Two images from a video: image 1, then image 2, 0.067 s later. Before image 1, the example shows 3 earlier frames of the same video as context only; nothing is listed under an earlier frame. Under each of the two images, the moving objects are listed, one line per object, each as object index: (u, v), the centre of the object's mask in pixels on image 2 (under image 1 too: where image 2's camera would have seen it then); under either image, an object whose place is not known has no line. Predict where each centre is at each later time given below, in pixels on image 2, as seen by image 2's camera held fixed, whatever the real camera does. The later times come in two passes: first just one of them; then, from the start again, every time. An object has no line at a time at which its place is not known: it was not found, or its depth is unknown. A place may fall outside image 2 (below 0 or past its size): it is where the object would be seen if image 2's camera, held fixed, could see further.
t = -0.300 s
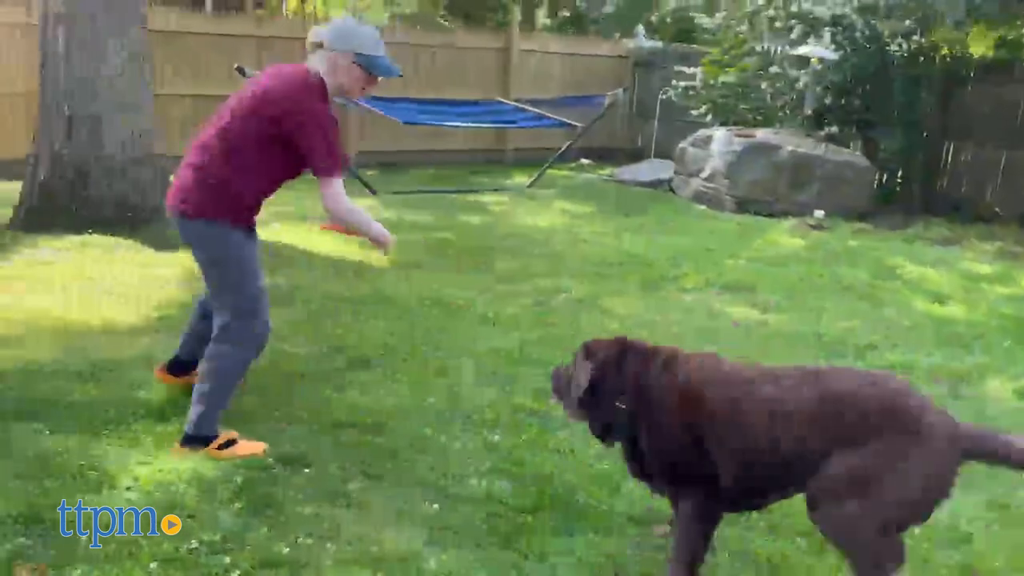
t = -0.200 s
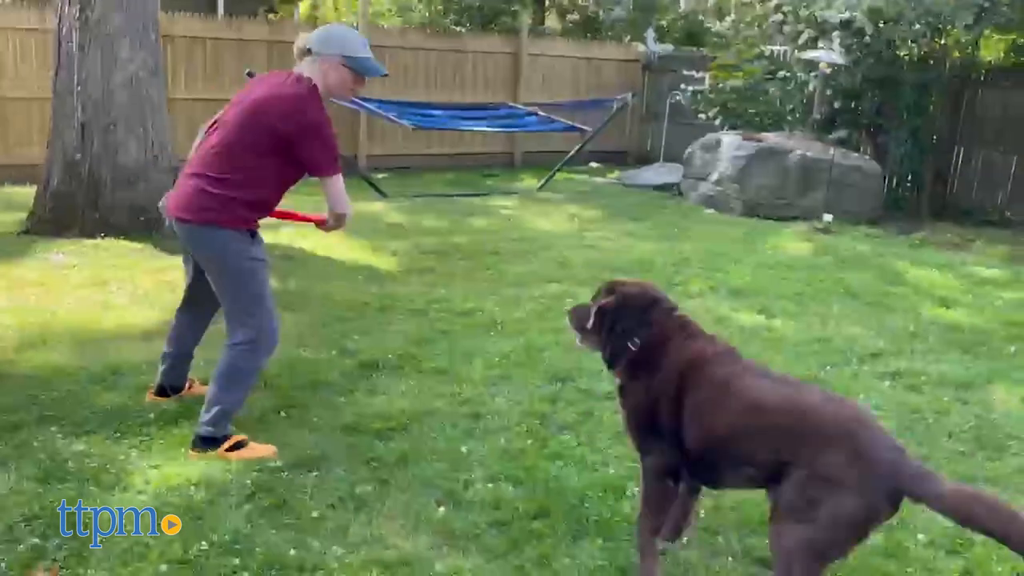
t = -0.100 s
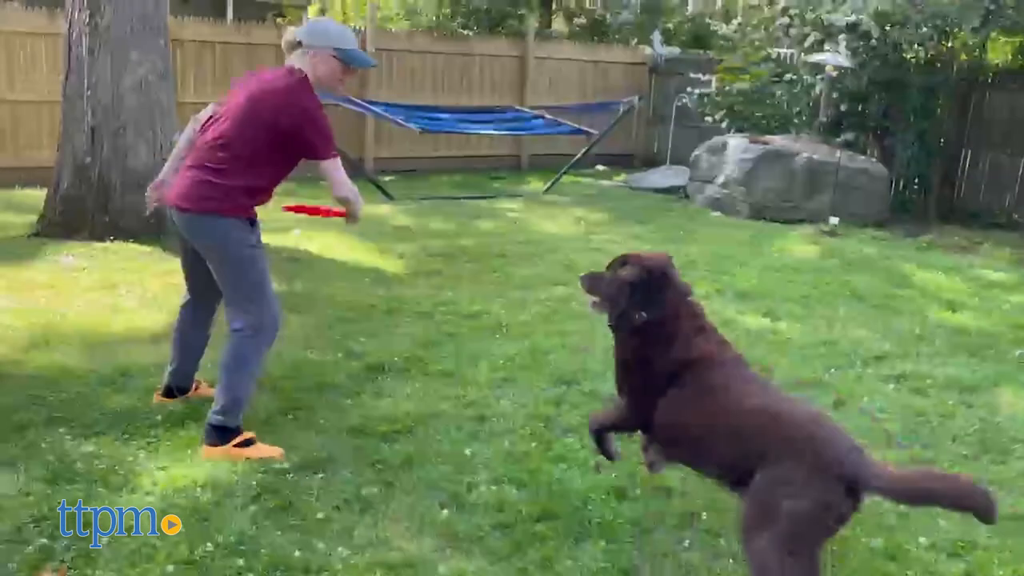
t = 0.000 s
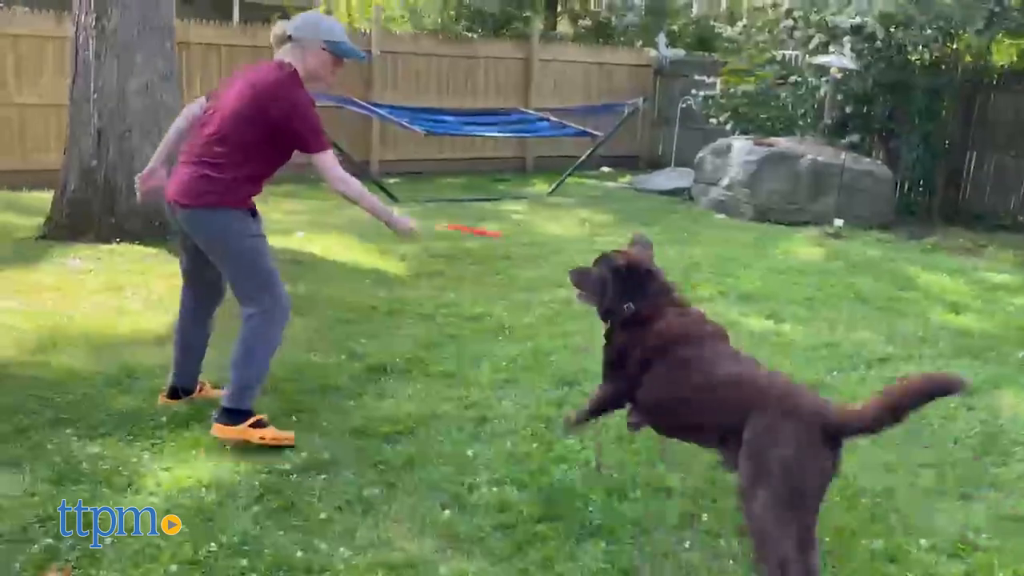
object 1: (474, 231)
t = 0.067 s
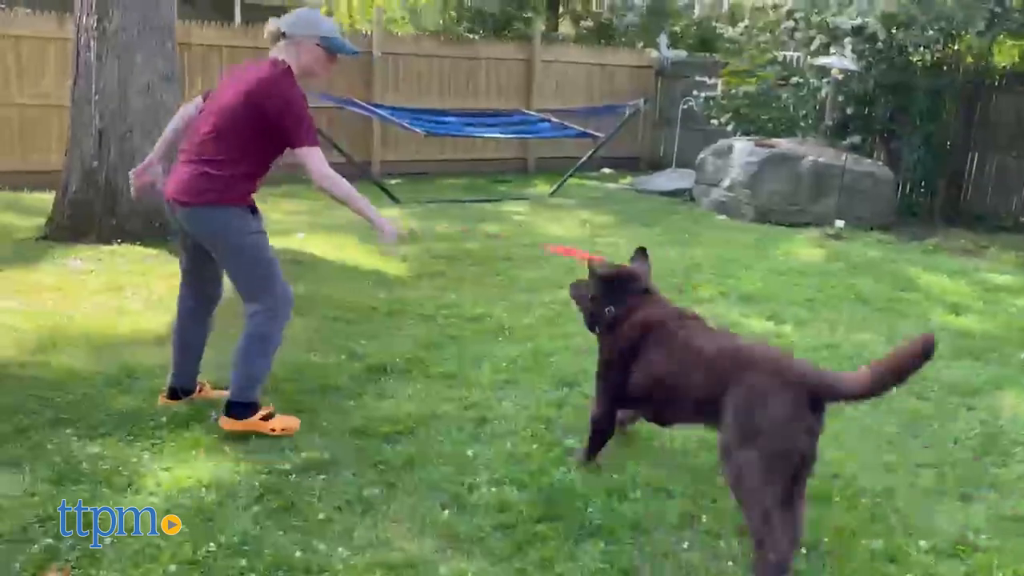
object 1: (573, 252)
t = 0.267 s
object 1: (864, 363)
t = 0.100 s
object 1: (621, 267)
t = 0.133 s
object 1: (673, 283)
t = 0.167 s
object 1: (723, 301)
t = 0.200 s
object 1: (772, 321)
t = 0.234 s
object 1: (819, 341)
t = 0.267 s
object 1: (864, 363)
